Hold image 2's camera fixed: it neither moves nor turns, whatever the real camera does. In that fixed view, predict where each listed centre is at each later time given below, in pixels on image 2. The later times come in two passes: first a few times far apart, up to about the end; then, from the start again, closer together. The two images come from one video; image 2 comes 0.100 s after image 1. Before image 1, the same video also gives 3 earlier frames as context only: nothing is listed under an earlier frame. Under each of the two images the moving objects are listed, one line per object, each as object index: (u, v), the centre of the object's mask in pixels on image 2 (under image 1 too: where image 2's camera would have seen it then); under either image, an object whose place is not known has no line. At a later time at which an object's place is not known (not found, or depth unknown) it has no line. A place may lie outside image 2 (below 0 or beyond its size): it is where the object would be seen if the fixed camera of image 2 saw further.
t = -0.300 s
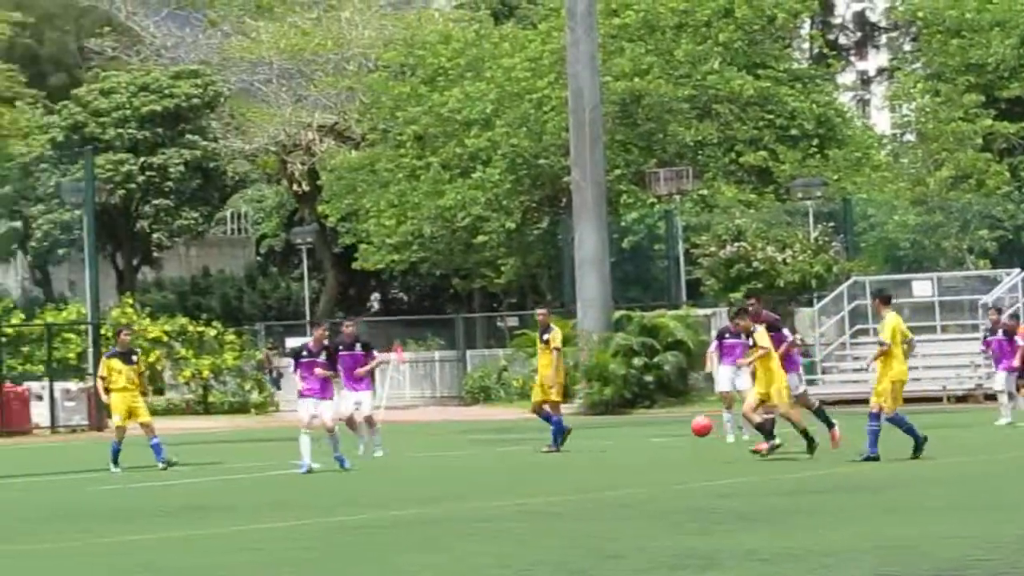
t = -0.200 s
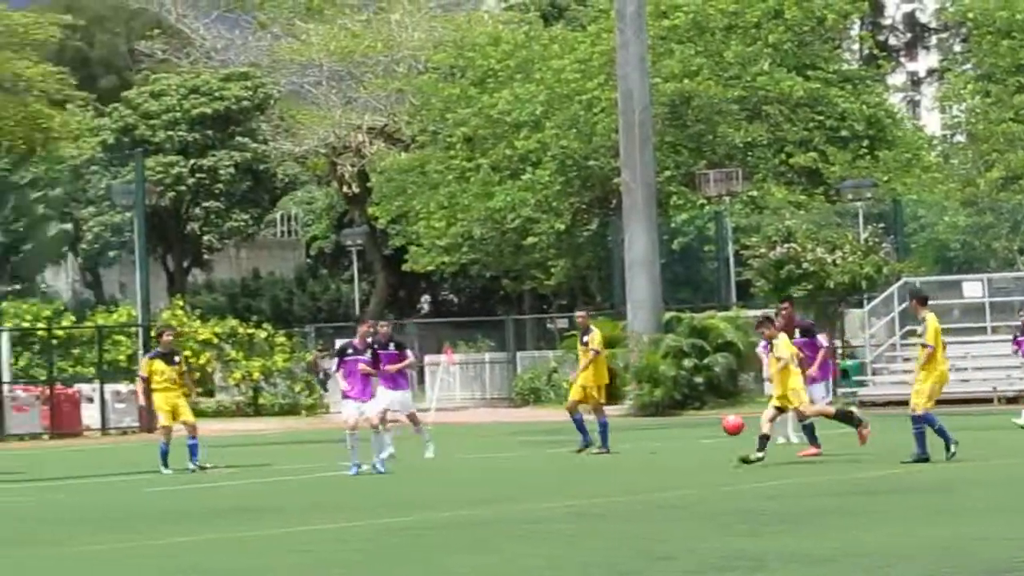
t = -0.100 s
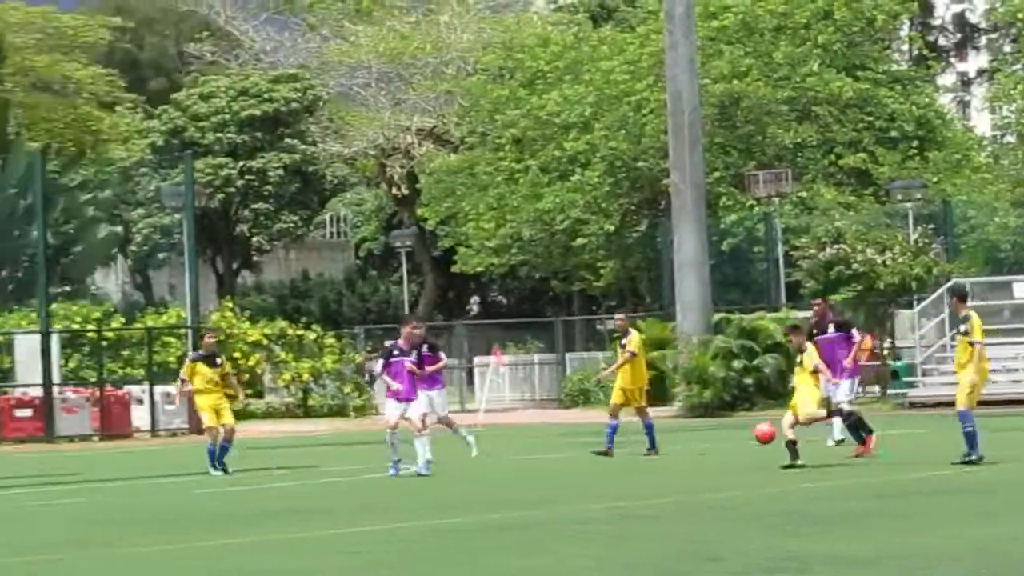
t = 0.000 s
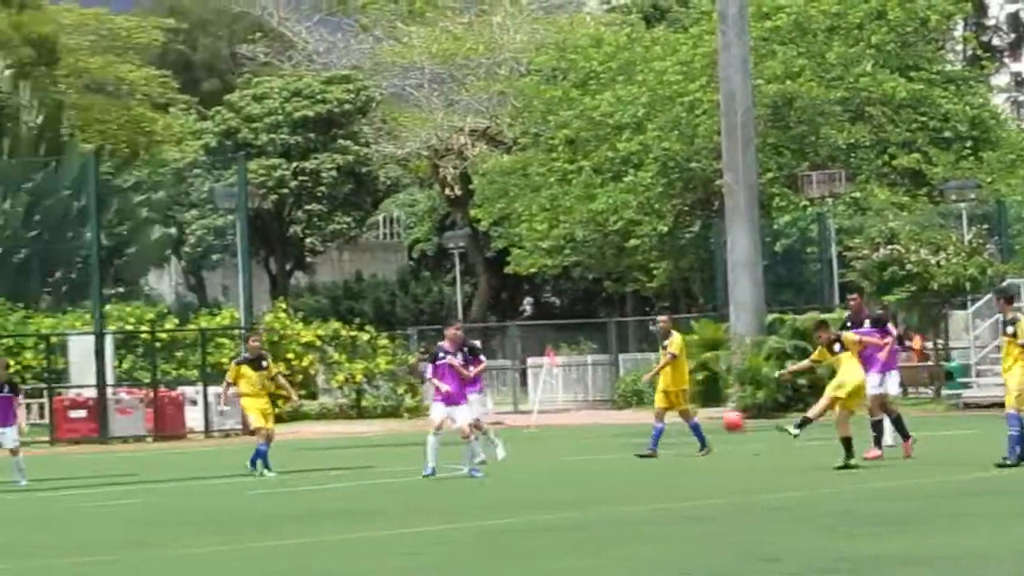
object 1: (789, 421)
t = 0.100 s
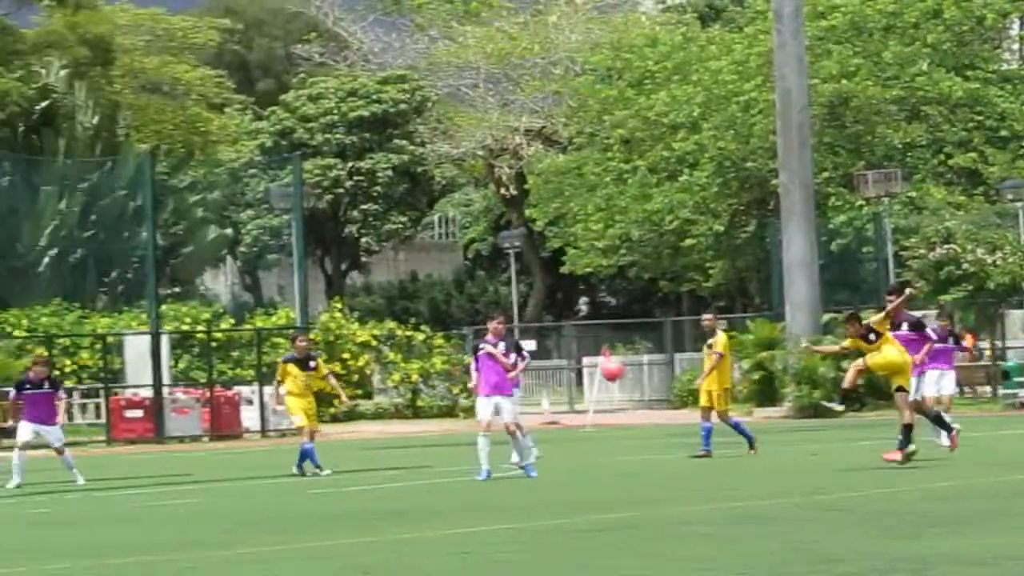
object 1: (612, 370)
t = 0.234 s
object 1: (406, 307)
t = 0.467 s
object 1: (81, 205)
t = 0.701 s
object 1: (-254, 158)
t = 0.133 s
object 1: (556, 356)
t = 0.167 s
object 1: (503, 344)
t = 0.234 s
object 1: (406, 307)
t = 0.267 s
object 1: (359, 289)
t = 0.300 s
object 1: (314, 272)
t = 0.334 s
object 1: (268, 258)
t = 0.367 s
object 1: (221, 244)
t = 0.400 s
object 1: (175, 228)
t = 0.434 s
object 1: (128, 217)
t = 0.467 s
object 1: (81, 205)
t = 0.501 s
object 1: (34, 196)
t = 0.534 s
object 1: (-13, 187)
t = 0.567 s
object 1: (-60, 177)
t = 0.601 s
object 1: (-108, 171)
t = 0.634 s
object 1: (-157, 166)
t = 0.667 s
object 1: (-205, 162)
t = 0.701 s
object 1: (-254, 158)
